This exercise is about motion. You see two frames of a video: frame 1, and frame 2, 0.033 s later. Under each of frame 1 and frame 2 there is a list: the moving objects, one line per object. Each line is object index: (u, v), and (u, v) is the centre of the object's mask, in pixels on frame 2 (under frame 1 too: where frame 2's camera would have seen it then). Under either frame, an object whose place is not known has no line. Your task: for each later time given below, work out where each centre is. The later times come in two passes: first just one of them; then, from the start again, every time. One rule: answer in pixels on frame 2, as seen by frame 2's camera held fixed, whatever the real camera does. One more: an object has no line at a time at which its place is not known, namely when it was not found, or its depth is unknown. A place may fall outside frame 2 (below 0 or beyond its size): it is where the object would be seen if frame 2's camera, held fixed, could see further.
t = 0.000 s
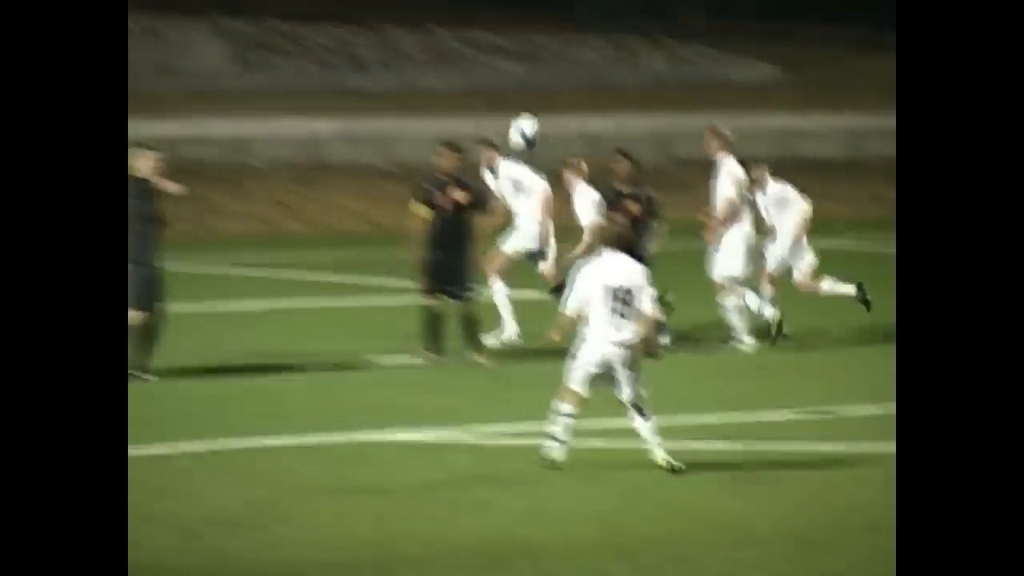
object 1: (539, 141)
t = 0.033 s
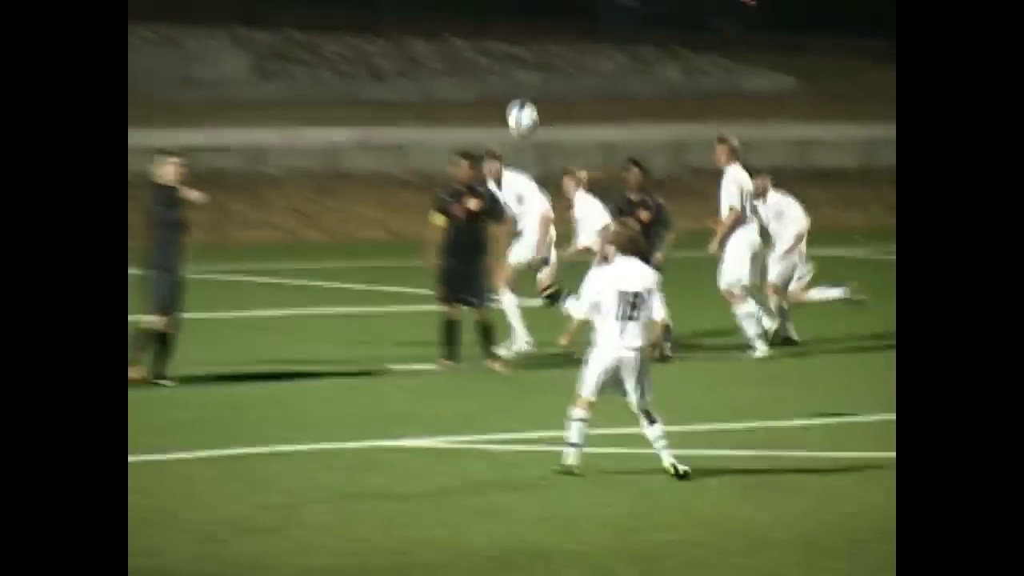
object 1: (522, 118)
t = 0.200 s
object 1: (435, 25)
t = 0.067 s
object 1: (504, 96)
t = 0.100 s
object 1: (487, 76)
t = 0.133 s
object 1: (469, 57)
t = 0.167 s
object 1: (452, 41)
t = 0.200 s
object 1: (435, 25)
